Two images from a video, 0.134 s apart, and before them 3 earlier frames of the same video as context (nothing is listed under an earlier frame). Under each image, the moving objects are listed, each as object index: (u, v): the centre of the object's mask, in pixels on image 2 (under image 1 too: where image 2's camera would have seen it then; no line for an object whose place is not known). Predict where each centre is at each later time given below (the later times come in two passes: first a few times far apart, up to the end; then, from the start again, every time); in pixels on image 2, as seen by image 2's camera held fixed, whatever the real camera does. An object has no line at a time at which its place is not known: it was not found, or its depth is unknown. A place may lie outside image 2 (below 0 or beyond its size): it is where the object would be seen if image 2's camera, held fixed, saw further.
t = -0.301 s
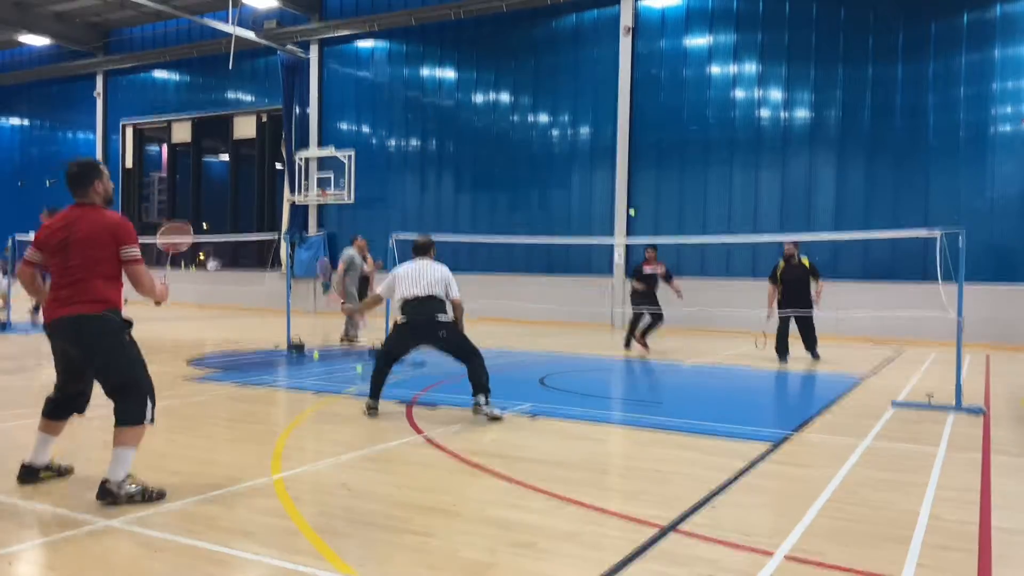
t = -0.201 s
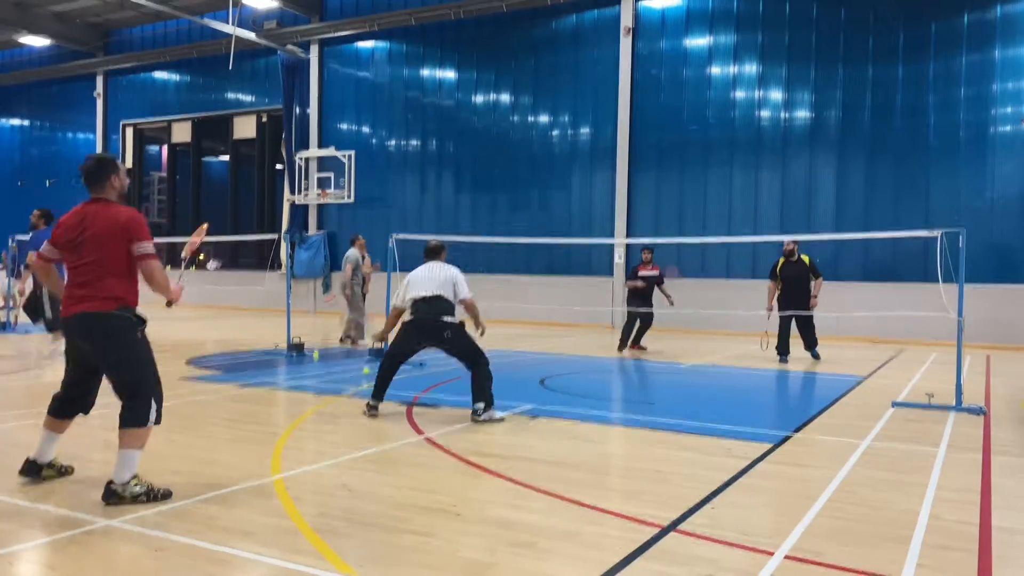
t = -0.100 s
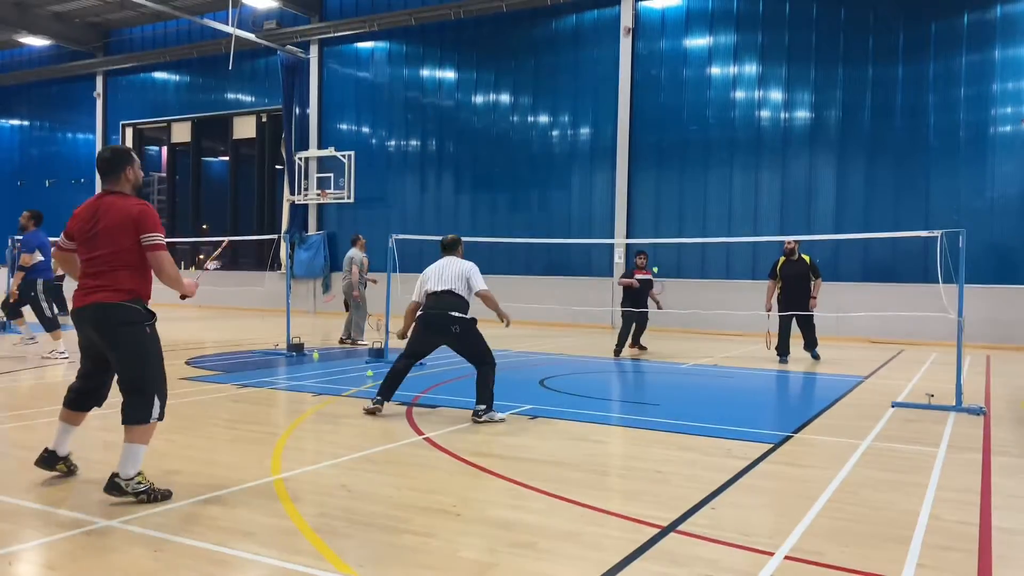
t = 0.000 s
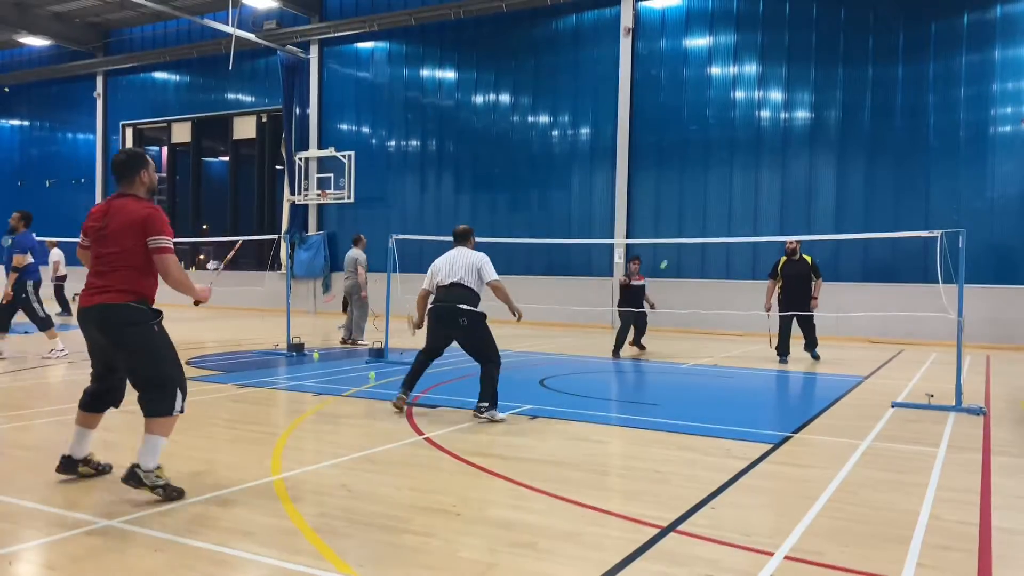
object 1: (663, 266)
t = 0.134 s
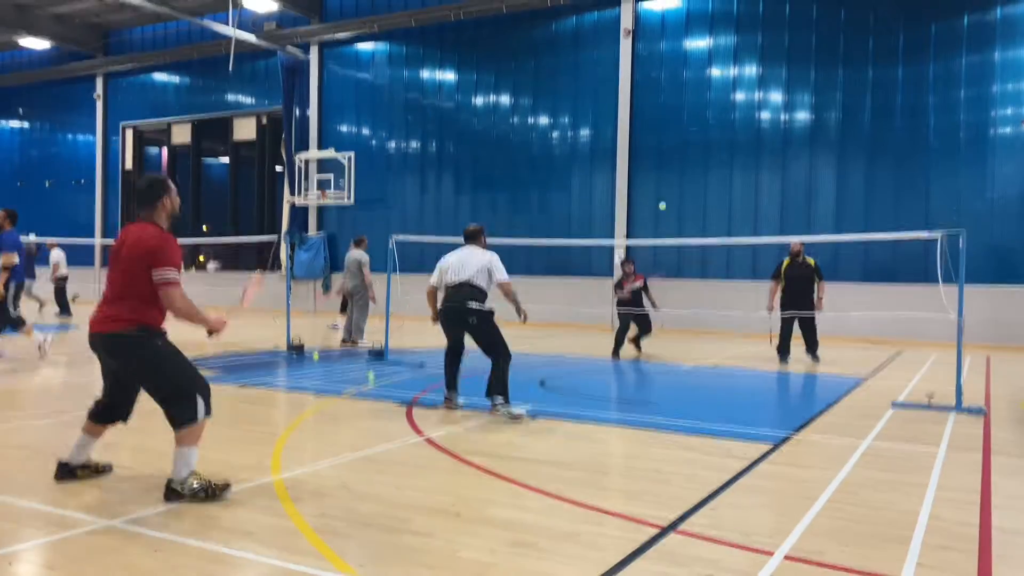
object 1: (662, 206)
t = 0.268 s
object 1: (659, 165)
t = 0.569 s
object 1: (647, 154)
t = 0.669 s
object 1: (638, 185)
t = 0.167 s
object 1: (662, 193)
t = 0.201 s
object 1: (661, 184)
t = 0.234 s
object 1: (660, 174)
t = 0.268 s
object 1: (659, 165)
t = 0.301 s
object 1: (659, 157)
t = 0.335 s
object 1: (658, 152)
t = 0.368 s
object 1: (656, 147)
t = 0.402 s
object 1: (655, 144)
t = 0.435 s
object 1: (654, 142)
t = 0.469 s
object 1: (652, 144)
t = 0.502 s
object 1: (650, 144)
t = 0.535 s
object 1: (649, 147)
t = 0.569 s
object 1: (647, 154)
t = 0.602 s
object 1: (644, 162)
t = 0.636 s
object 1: (641, 172)
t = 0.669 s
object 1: (638, 185)
